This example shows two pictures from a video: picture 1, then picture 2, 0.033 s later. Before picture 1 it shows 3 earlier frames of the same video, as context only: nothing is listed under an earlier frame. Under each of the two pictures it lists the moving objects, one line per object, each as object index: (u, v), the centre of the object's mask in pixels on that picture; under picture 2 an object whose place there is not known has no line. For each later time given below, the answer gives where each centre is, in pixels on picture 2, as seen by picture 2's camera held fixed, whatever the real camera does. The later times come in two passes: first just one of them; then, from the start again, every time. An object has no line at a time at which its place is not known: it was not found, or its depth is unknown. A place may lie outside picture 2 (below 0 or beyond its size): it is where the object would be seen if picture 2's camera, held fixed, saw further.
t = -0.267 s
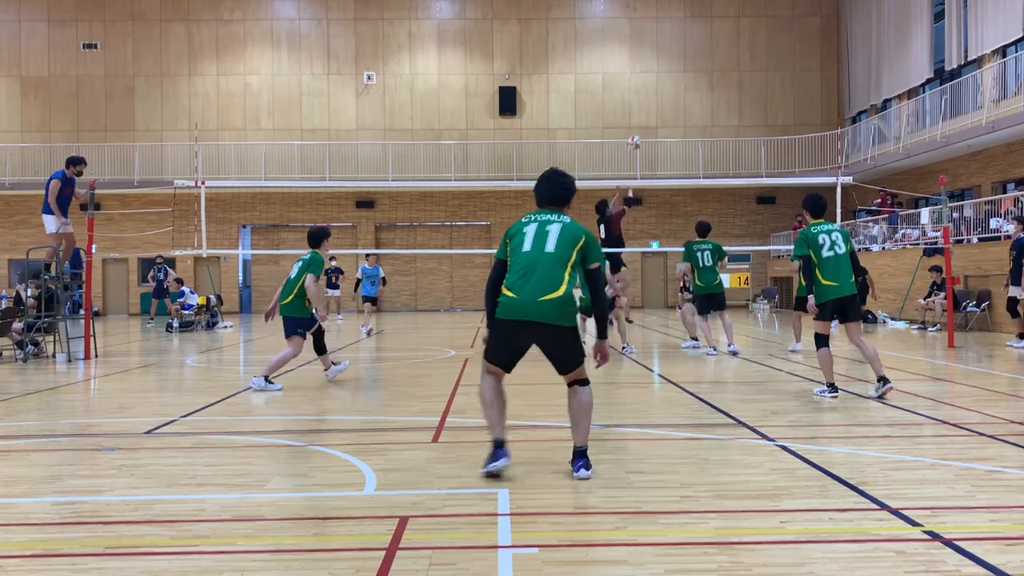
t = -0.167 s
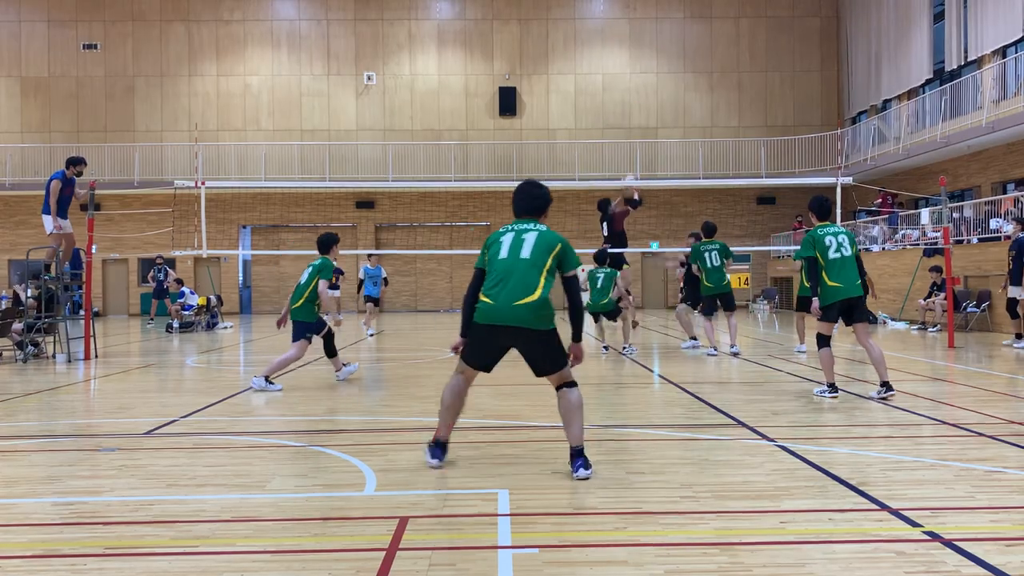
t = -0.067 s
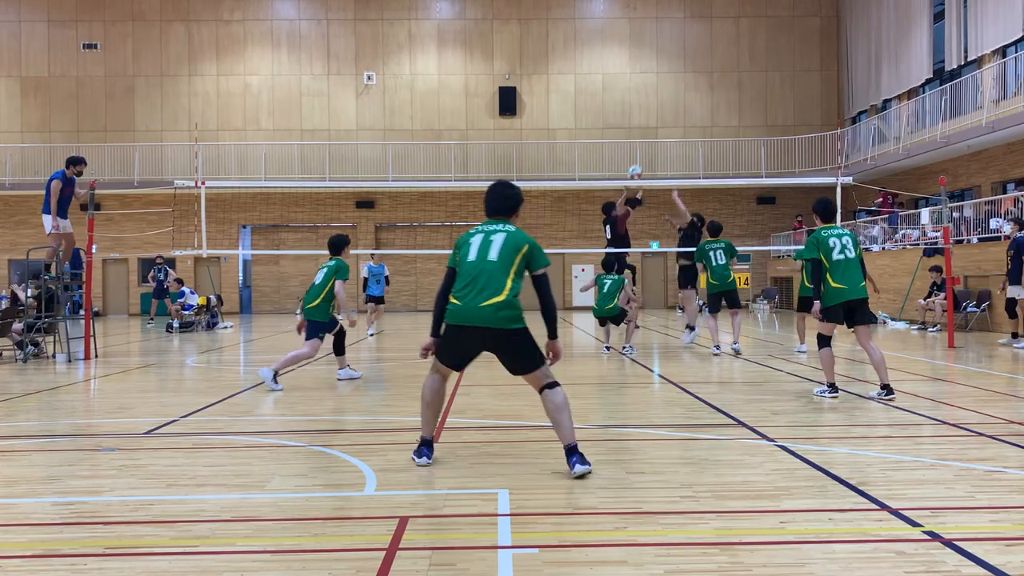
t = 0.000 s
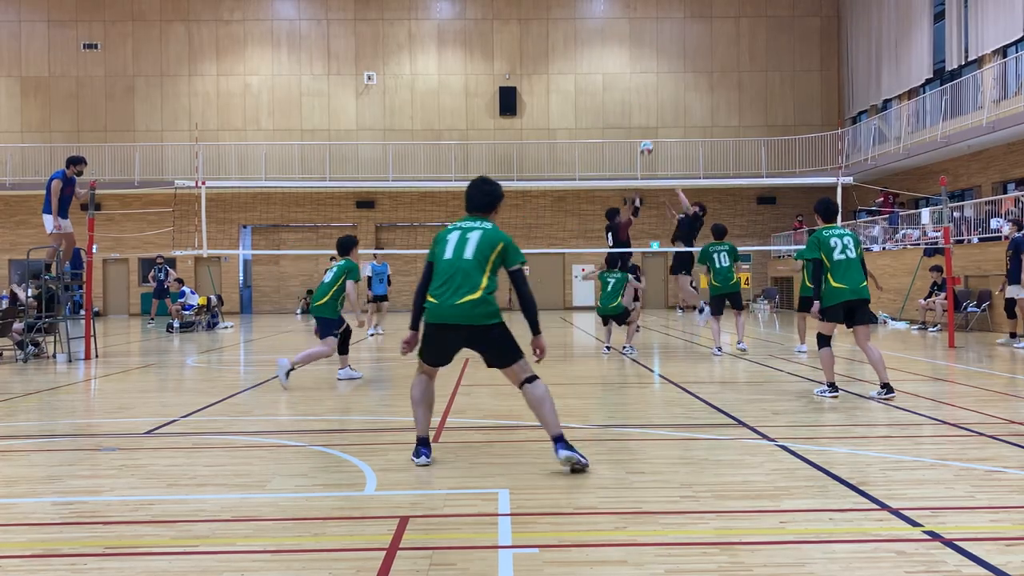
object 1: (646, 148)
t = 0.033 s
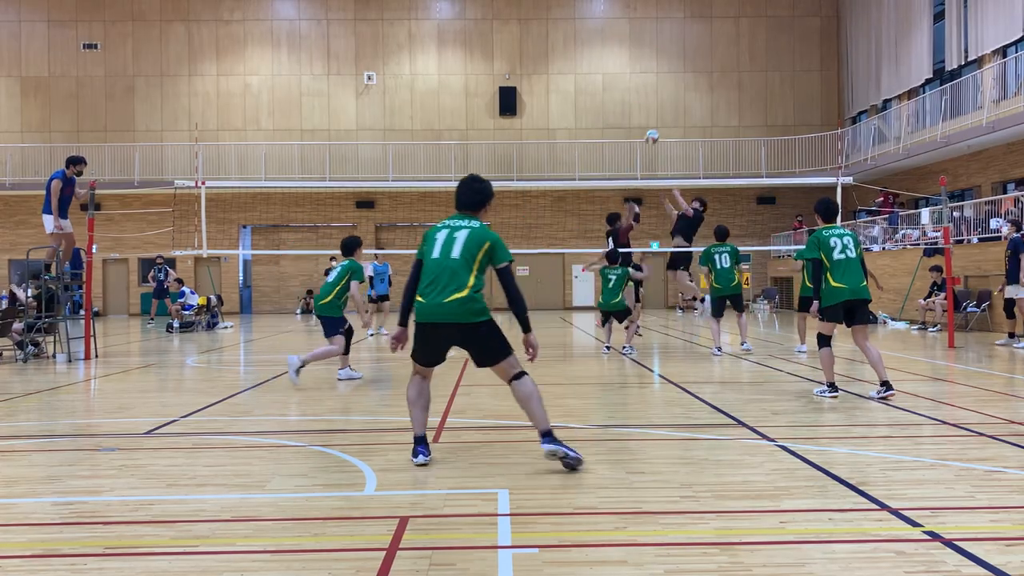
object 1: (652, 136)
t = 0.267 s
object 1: (687, 81)
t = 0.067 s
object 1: (656, 127)
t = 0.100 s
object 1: (661, 117)
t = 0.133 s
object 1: (667, 109)
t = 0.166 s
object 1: (672, 101)
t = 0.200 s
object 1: (676, 94)
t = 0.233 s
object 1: (682, 87)
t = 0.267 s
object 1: (687, 81)
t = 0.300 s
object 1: (691, 76)
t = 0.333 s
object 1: (696, 73)
